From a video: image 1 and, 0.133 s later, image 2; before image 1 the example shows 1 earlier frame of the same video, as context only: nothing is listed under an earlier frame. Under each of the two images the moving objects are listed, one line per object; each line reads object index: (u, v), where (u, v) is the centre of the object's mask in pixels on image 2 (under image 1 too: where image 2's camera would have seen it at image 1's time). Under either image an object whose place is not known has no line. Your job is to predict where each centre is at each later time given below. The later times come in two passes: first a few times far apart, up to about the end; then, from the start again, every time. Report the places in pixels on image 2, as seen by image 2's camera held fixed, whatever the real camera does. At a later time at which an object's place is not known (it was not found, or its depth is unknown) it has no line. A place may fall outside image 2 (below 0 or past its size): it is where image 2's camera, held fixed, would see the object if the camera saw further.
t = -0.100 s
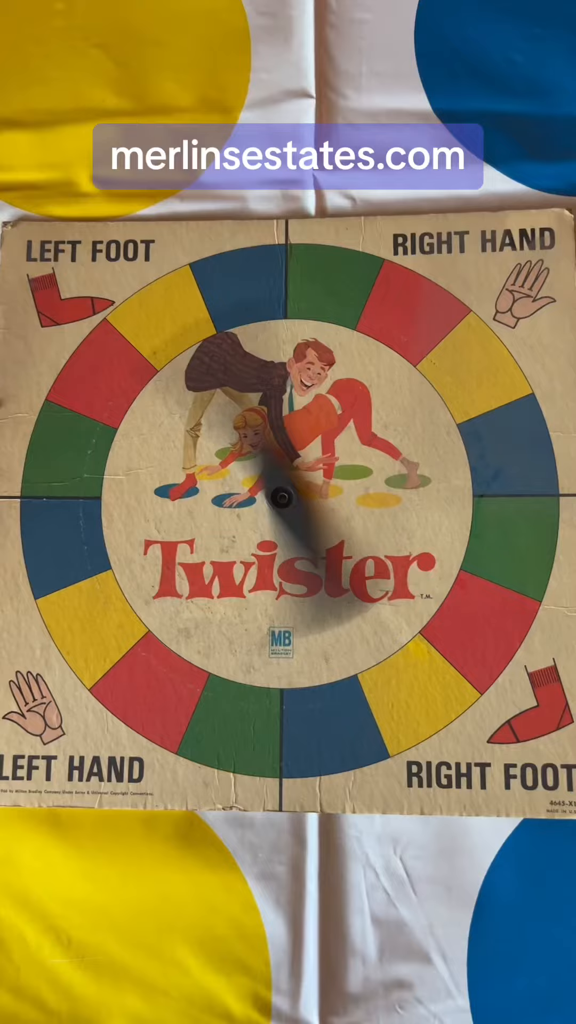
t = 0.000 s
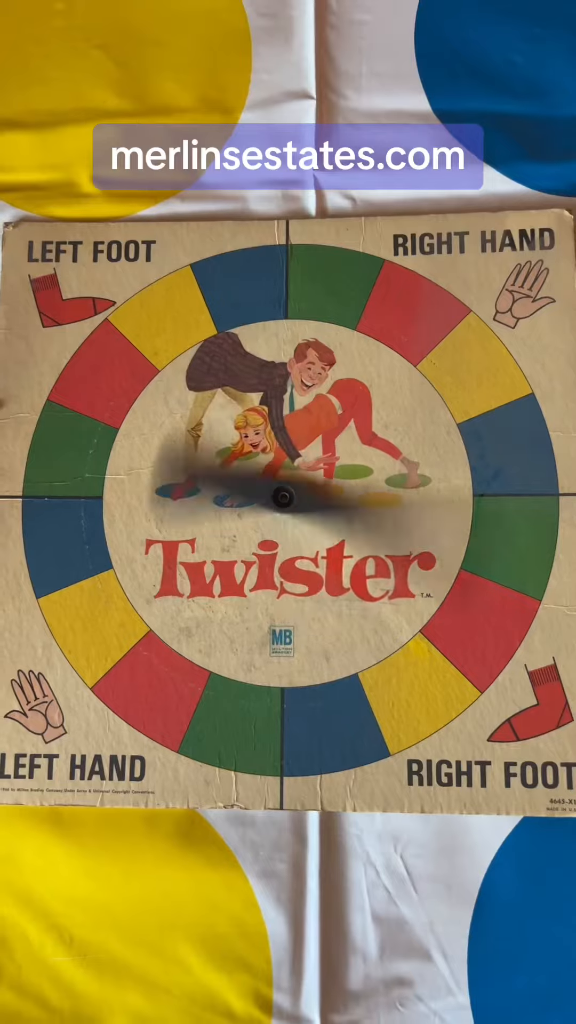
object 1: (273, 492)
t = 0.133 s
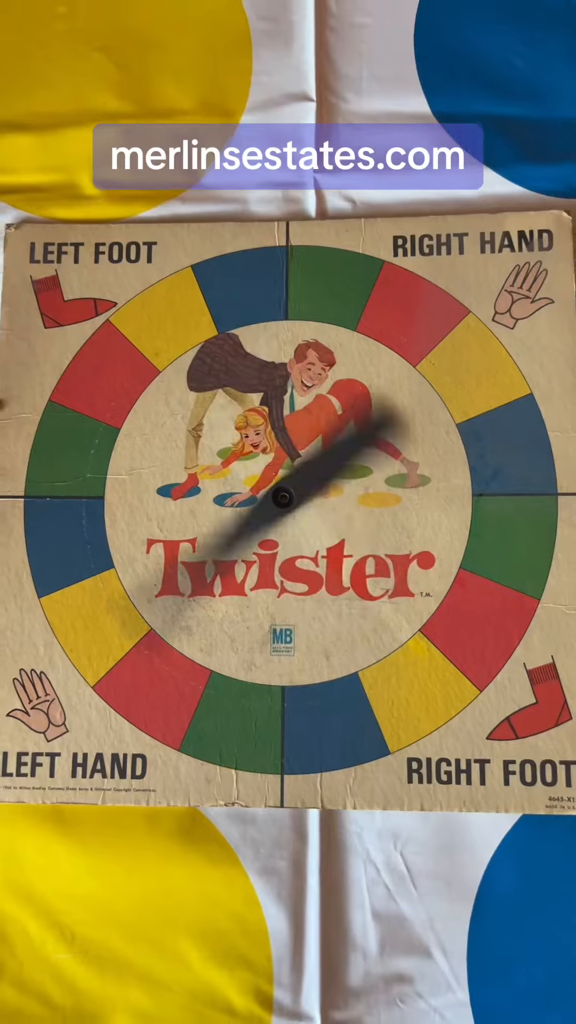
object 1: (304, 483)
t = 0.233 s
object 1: (269, 486)
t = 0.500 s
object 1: (285, 497)
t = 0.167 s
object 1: (292, 468)
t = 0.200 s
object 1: (275, 473)
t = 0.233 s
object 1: (269, 486)
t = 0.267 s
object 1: (283, 496)
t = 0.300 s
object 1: (285, 496)
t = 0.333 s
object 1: (285, 497)
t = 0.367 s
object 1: (285, 497)
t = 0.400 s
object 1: (284, 497)
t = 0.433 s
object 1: (285, 497)
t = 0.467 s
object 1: (285, 497)
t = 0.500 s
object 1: (285, 497)
